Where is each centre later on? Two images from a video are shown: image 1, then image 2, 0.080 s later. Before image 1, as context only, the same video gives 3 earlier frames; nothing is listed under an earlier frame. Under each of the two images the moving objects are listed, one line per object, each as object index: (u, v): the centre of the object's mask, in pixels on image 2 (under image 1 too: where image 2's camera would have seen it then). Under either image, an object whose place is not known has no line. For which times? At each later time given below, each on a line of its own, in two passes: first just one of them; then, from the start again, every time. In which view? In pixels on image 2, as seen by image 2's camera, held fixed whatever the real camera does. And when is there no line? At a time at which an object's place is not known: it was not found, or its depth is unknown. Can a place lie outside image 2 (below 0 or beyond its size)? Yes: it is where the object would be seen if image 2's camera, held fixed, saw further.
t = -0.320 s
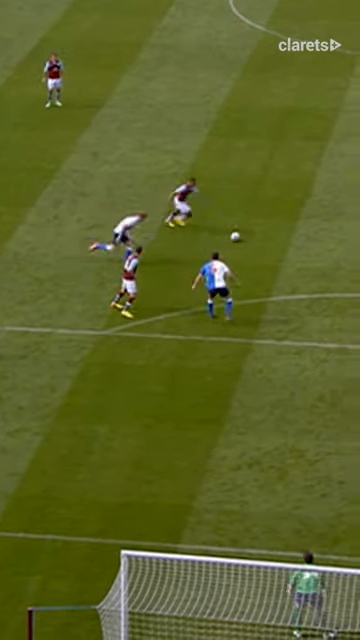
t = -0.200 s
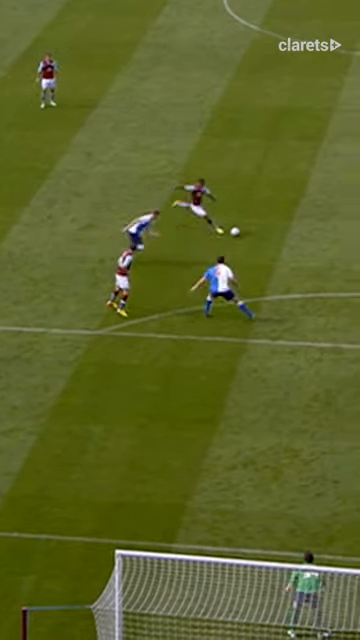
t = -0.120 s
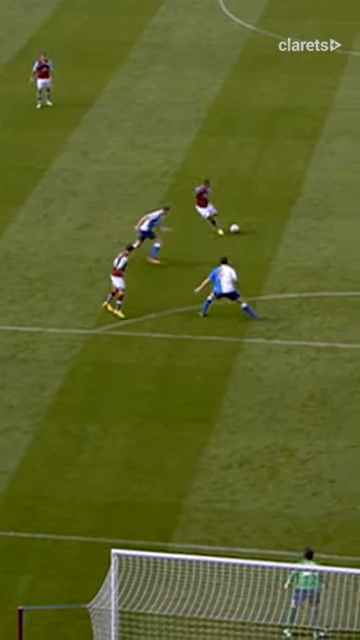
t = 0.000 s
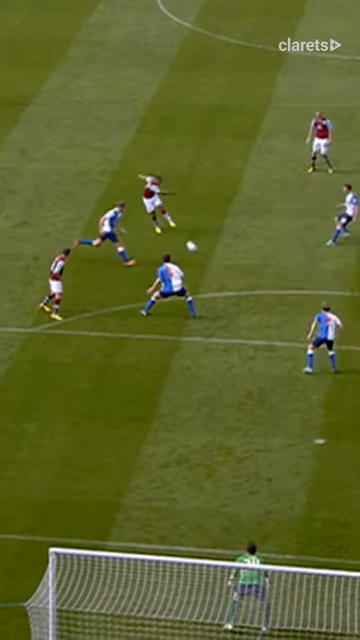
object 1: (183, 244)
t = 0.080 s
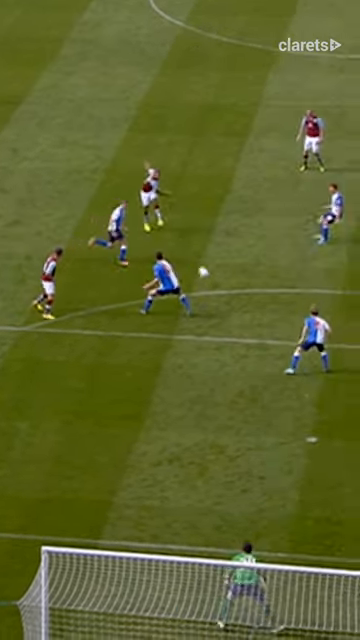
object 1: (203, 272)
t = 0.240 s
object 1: (246, 335)
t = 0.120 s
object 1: (212, 287)
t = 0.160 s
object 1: (223, 302)
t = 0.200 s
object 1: (234, 318)
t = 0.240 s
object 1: (246, 335)
